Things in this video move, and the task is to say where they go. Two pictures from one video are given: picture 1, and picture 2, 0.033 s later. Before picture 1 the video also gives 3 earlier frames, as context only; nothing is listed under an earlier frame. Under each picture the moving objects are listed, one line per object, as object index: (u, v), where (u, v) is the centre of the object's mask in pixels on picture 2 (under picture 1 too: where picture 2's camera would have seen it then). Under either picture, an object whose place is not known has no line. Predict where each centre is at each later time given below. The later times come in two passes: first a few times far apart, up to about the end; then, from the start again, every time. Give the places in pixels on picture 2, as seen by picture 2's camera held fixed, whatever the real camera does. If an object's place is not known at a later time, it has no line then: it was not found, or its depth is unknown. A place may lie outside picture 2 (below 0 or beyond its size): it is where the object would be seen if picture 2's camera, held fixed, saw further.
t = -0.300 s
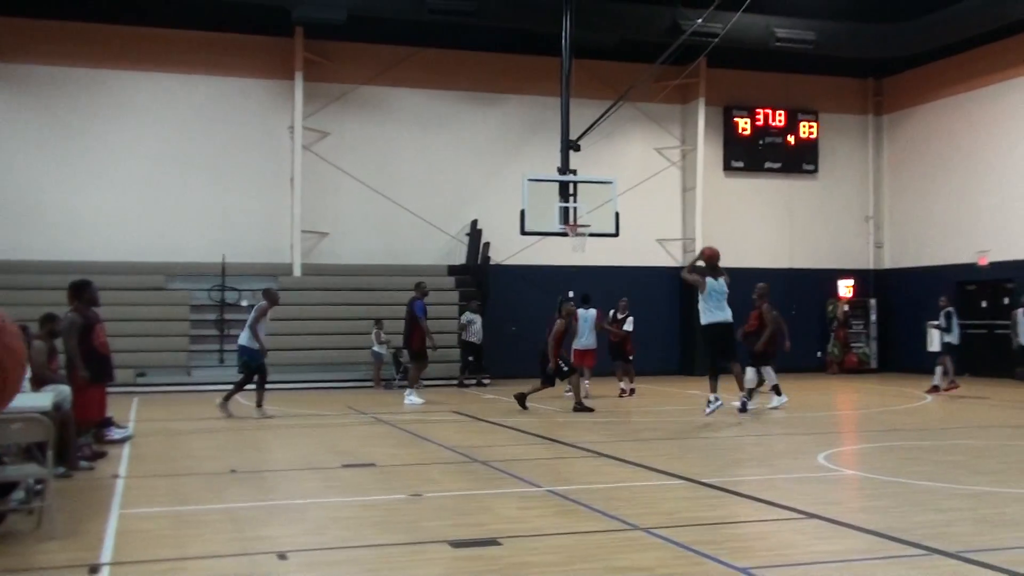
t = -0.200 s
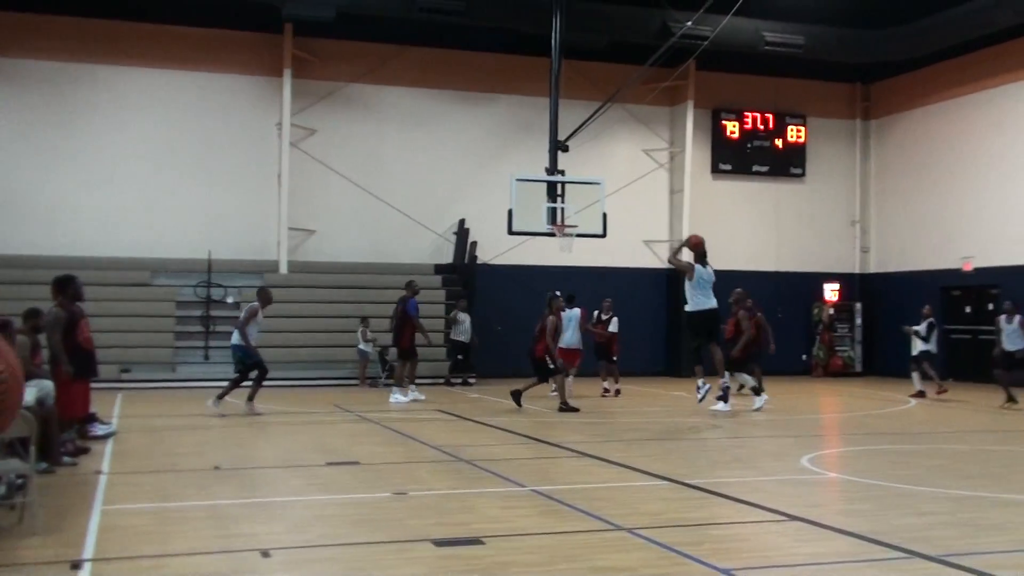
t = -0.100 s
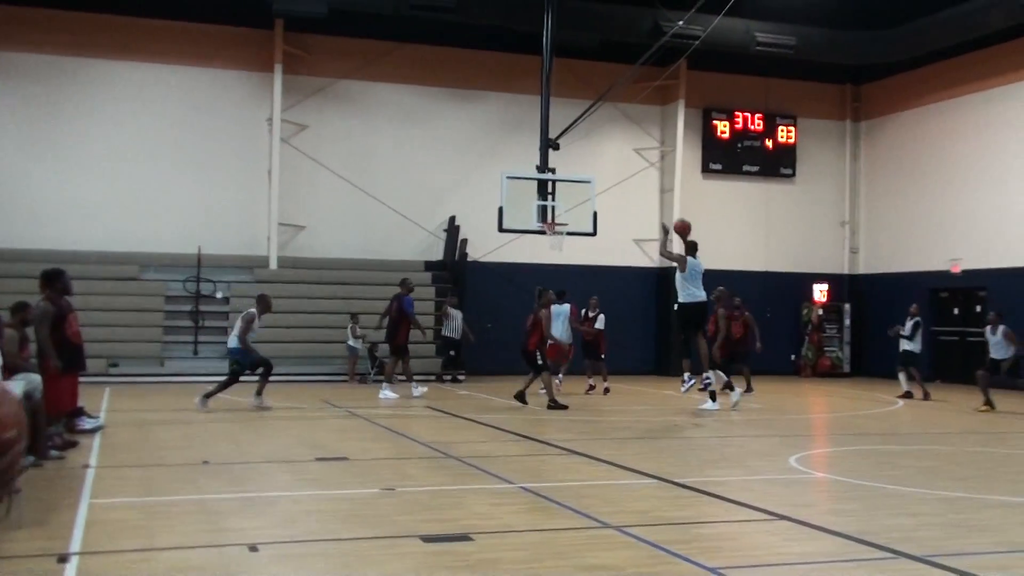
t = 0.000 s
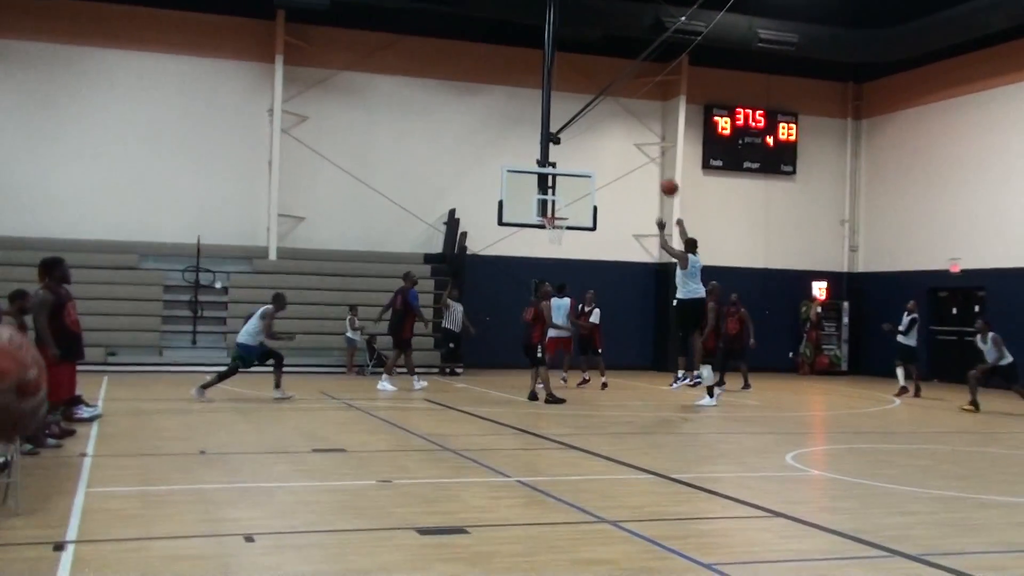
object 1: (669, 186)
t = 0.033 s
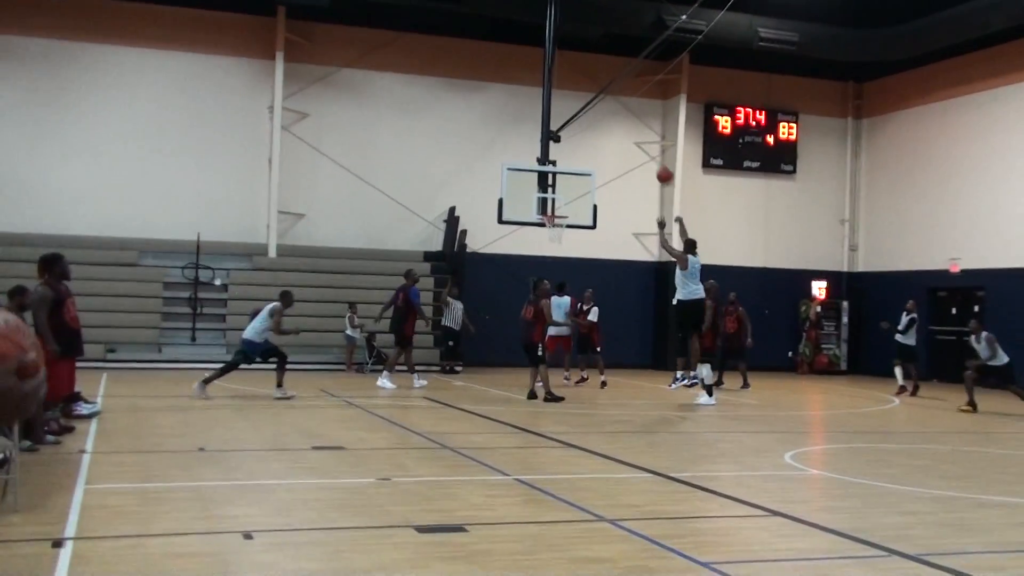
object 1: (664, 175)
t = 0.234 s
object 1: (637, 126)
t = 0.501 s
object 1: (603, 109)
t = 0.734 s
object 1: (576, 128)
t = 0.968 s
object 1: (548, 175)
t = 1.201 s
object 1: (517, 202)
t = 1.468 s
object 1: (484, 192)
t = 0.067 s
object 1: (659, 164)
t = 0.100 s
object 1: (655, 155)
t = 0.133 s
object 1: (650, 147)
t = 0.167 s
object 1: (645, 139)
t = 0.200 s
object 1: (641, 133)
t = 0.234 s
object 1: (637, 126)
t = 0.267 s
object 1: (632, 121)
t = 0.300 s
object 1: (629, 117)
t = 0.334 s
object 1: (624, 114)
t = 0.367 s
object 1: (620, 112)
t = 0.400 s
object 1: (616, 110)
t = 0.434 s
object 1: (612, 109)
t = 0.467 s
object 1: (607, 109)
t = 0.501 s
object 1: (603, 109)
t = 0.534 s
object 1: (600, 111)
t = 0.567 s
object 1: (596, 111)
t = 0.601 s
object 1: (591, 115)
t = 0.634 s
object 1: (587, 117)
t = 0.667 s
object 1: (584, 120)
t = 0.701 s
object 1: (580, 123)
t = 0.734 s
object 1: (576, 128)
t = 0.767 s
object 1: (573, 133)
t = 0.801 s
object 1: (569, 138)
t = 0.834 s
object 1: (565, 145)
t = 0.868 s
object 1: (562, 151)
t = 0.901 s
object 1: (558, 159)
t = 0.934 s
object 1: (552, 166)
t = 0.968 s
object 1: (548, 175)
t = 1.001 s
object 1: (545, 183)
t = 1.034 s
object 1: (542, 191)
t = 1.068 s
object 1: (538, 201)
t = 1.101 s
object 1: (536, 208)
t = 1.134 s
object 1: (531, 209)
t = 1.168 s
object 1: (523, 205)
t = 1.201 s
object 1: (517, 202)
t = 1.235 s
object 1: (510, 200)
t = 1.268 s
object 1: (503, 198)
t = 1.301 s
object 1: (500, 196)
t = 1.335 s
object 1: (496, 194)
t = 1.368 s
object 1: (493, 192)
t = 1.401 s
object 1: (490, 191)
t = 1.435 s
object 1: (487, 191)
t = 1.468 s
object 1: (484, 192)
